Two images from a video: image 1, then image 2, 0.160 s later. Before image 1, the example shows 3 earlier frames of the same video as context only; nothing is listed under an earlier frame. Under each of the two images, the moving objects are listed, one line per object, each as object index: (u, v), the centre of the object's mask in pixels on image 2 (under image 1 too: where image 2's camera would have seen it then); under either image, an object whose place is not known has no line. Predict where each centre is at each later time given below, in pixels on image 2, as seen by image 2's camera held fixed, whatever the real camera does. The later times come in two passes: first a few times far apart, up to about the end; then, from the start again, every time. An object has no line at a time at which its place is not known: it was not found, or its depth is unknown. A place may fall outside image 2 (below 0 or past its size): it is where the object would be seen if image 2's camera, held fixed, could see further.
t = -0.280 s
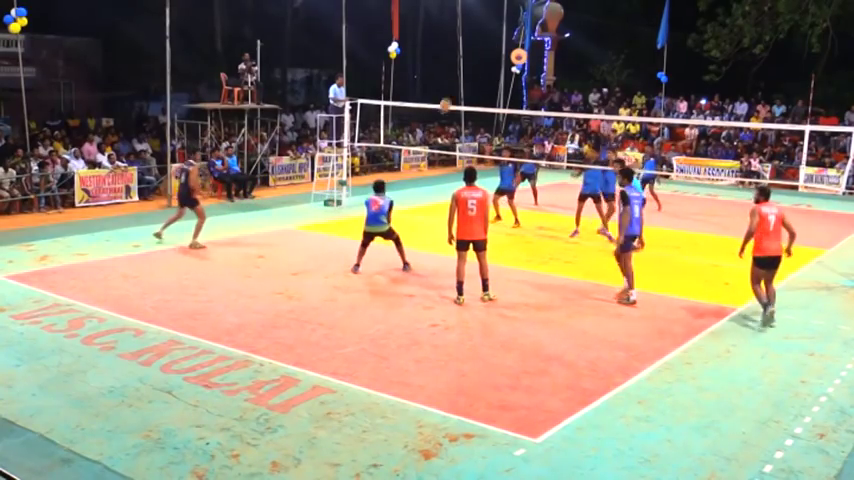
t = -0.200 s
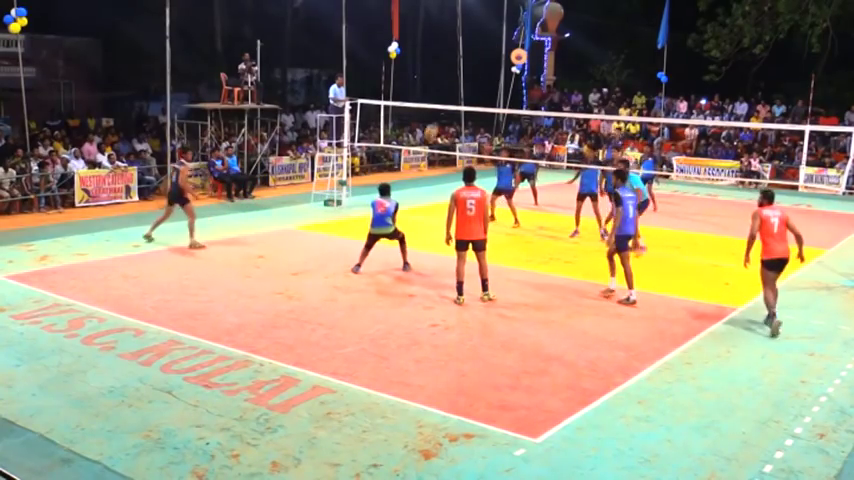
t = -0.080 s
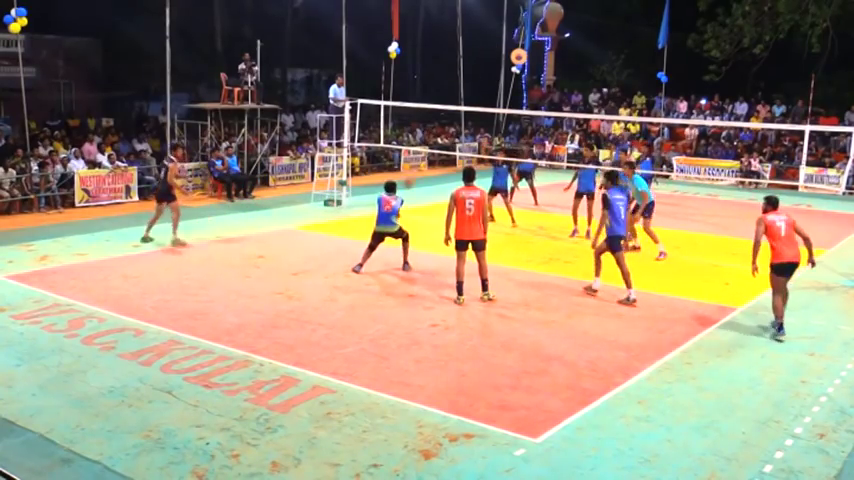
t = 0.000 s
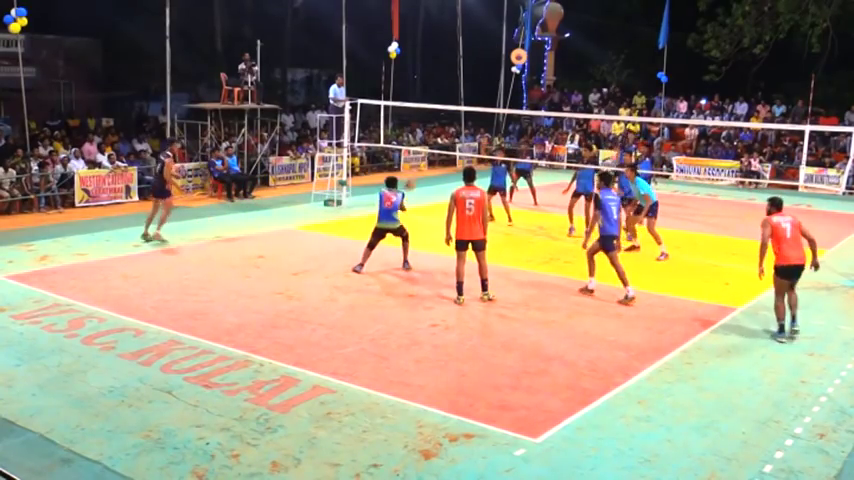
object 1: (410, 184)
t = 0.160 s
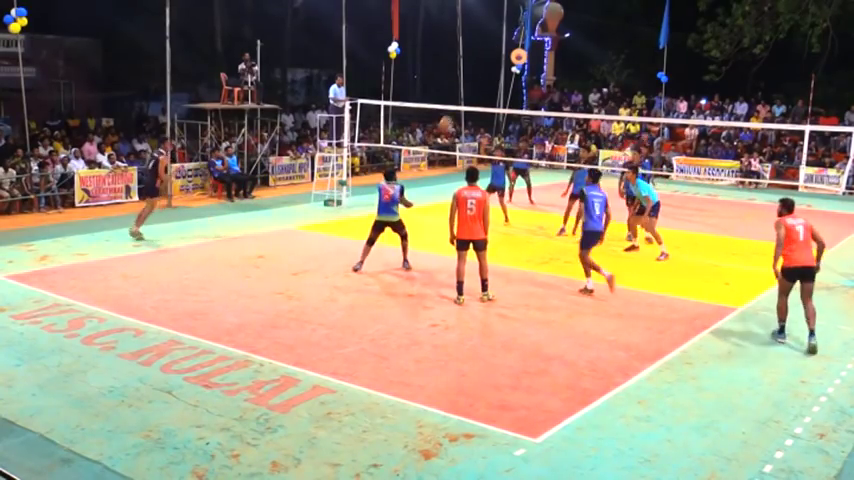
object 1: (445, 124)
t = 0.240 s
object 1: (463, 99)
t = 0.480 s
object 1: (511, 51)
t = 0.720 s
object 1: (559, 39)
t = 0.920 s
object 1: (594, 53)
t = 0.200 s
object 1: (454, 112)
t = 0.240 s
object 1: (463, 99)
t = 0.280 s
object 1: (471, 89)
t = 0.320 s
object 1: (479, 80)
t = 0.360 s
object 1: (488, 71)
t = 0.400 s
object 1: (496, 64)
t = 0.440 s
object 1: (504, 57)
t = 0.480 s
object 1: (511, 51)
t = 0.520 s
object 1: (521, 46)
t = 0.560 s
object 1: (529, 44)
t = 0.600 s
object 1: (537, 41)
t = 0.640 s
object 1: (544, 39)
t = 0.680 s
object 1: (552, 38)
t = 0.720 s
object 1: (559, 39)
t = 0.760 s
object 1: (567, 40)
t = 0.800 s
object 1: (573, 42)
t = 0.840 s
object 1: (581, 44)
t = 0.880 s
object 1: (587, 48)
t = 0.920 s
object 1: (594, 53)
